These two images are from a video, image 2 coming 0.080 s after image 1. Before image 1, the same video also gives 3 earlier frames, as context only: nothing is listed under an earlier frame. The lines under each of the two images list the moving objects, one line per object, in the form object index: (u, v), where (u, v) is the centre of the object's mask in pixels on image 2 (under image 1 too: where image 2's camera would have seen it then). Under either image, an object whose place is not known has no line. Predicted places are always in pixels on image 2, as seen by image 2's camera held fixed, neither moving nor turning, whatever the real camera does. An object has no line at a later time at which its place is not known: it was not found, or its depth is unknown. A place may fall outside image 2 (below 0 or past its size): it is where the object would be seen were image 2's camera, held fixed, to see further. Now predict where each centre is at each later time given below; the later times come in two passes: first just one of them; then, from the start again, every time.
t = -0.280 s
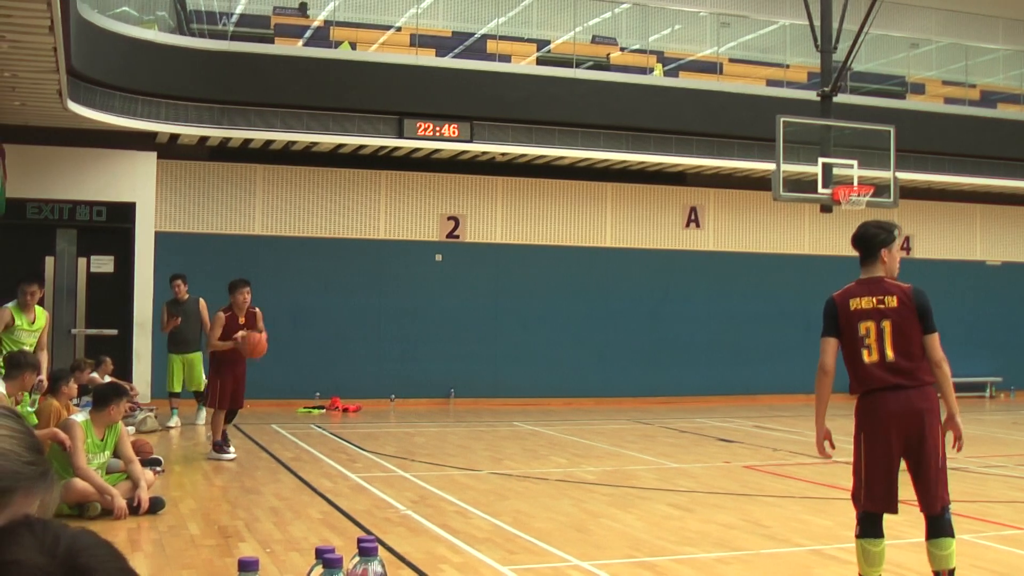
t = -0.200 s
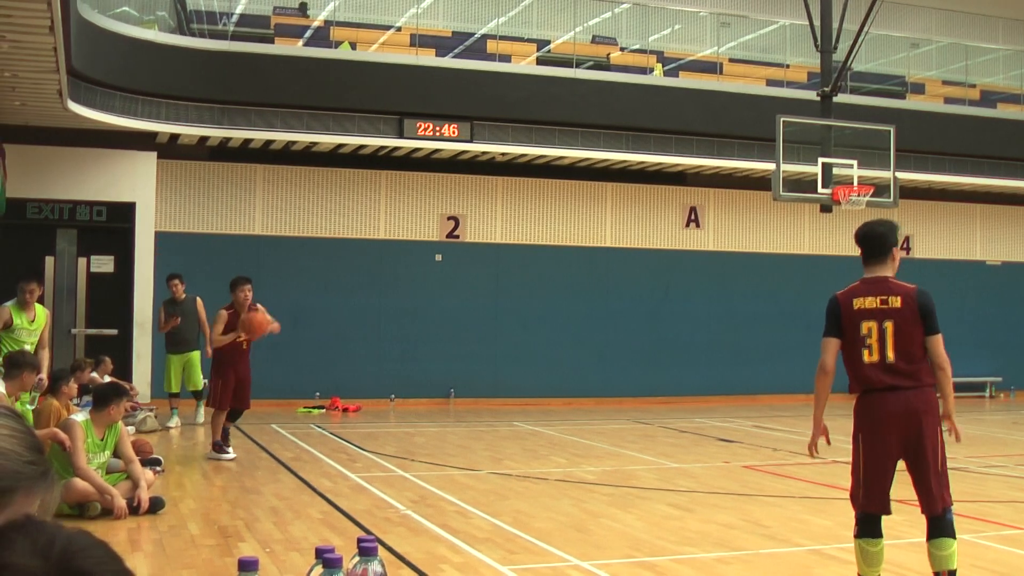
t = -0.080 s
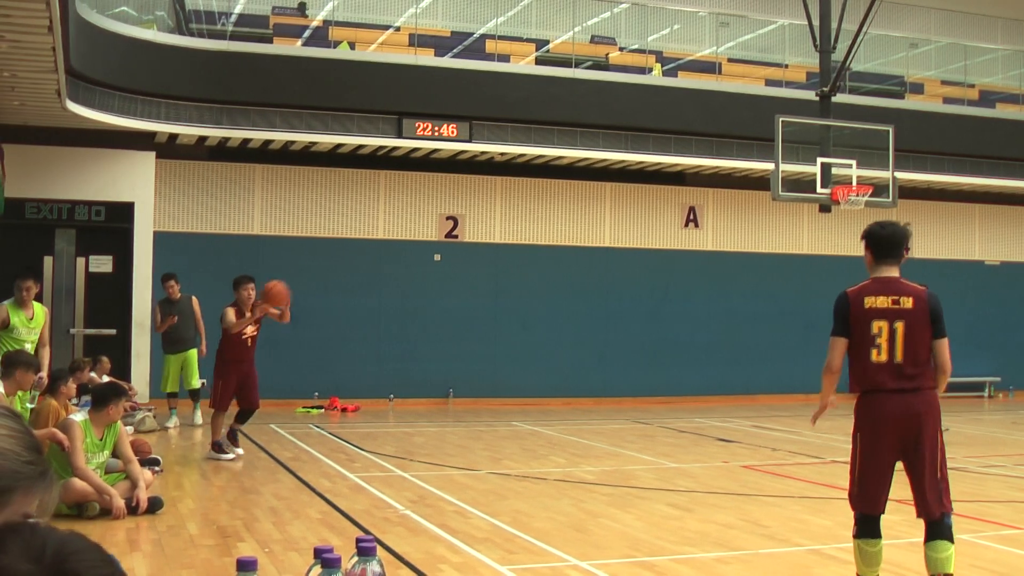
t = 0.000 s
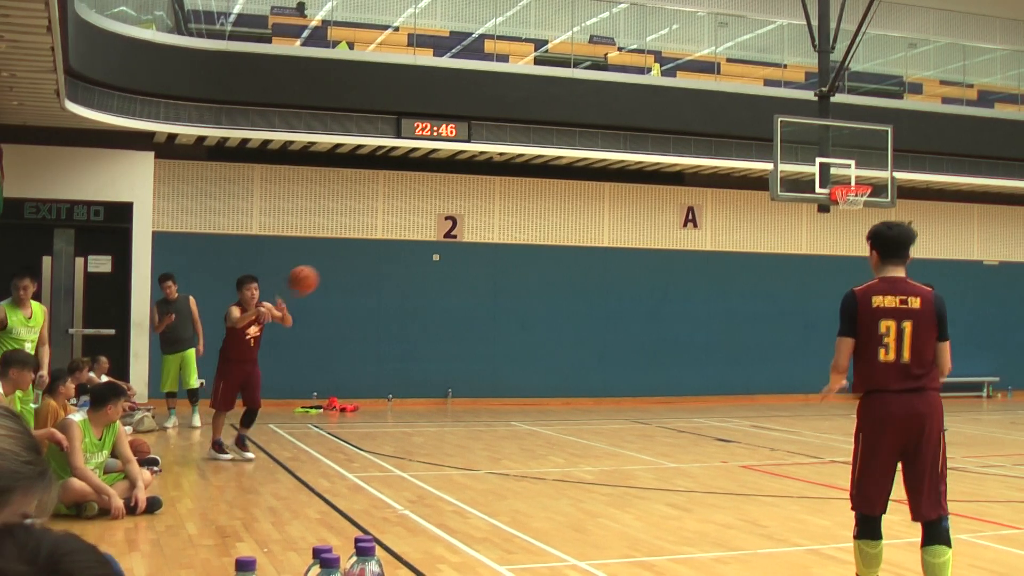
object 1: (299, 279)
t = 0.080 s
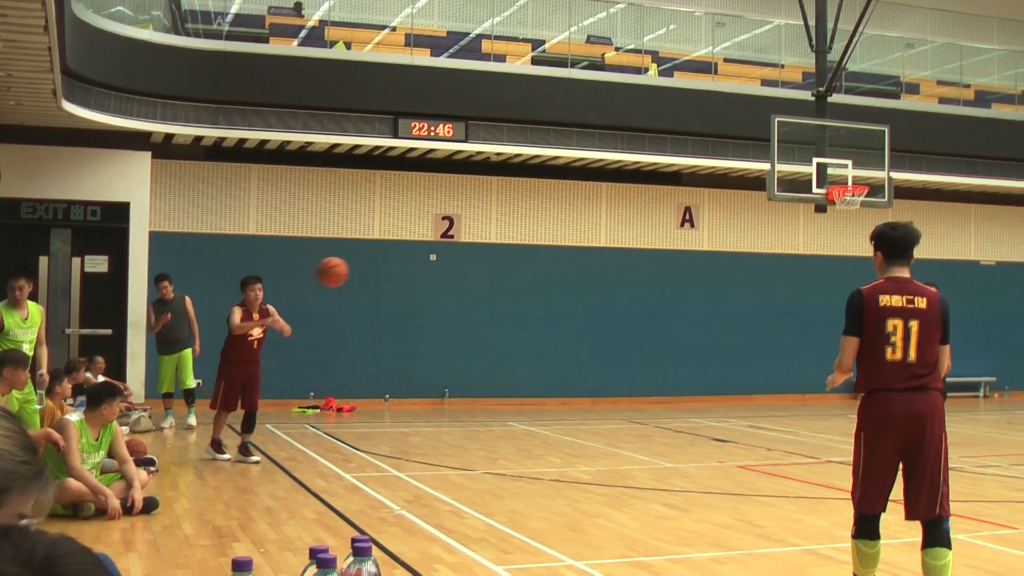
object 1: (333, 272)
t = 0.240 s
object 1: (408, 278)
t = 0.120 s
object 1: (350, 271)
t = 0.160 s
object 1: (368, 271)
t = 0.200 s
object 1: (387, 273)
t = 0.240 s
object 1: (408, 278)
